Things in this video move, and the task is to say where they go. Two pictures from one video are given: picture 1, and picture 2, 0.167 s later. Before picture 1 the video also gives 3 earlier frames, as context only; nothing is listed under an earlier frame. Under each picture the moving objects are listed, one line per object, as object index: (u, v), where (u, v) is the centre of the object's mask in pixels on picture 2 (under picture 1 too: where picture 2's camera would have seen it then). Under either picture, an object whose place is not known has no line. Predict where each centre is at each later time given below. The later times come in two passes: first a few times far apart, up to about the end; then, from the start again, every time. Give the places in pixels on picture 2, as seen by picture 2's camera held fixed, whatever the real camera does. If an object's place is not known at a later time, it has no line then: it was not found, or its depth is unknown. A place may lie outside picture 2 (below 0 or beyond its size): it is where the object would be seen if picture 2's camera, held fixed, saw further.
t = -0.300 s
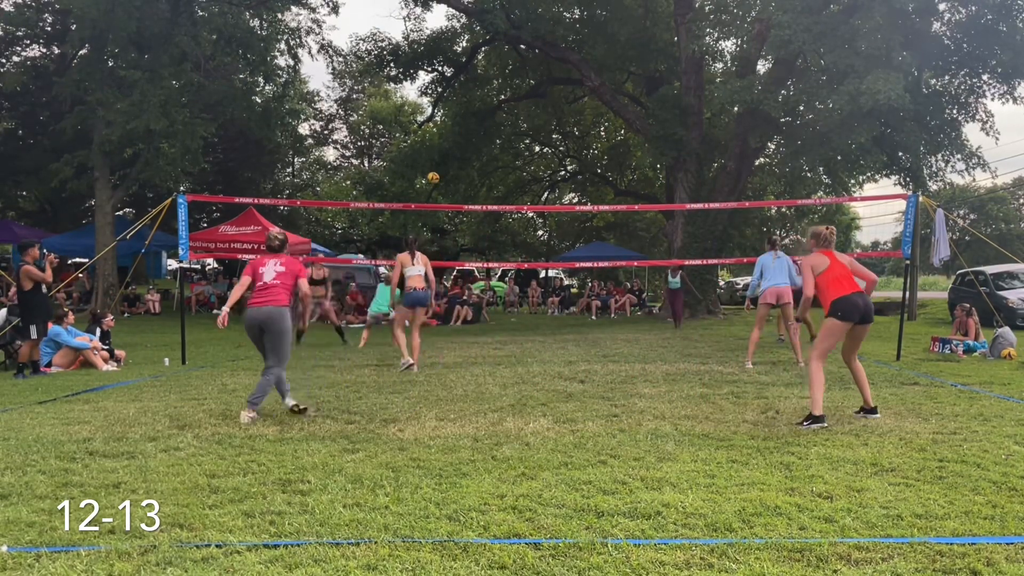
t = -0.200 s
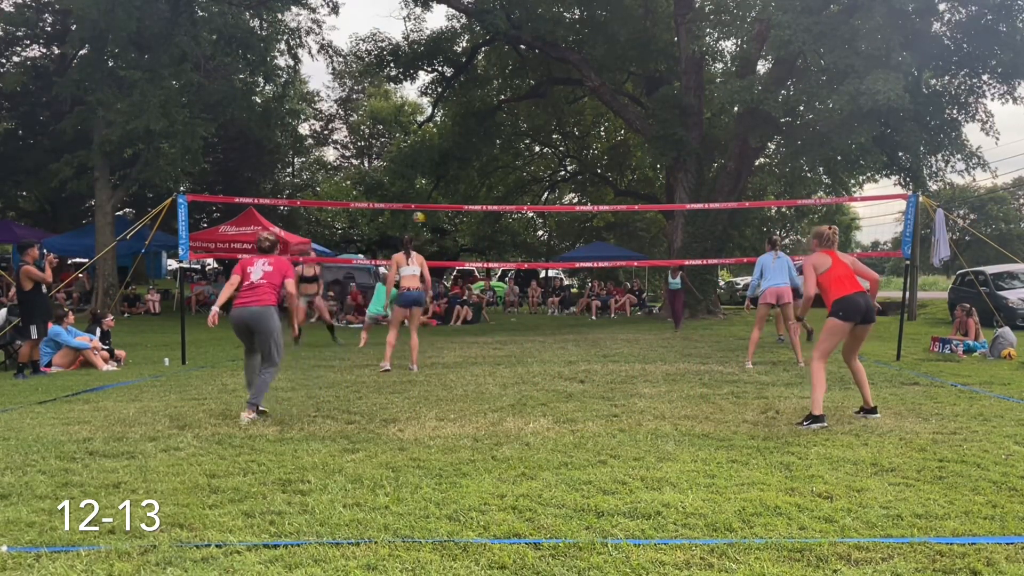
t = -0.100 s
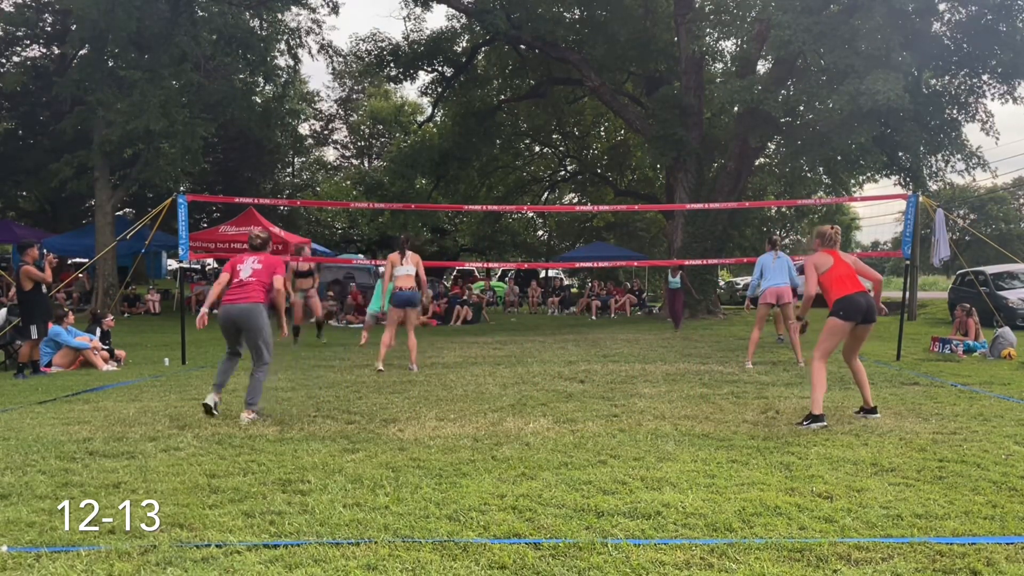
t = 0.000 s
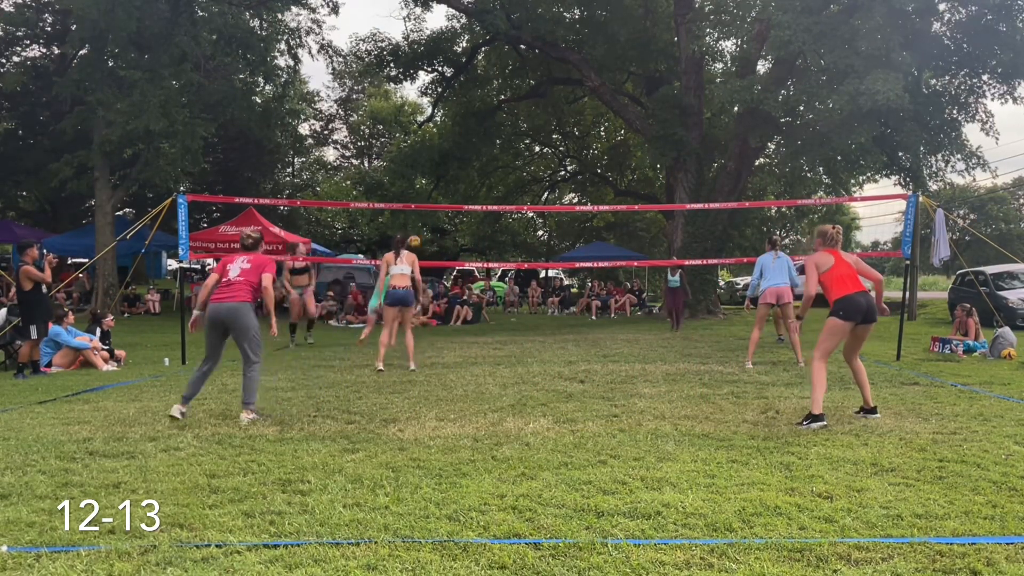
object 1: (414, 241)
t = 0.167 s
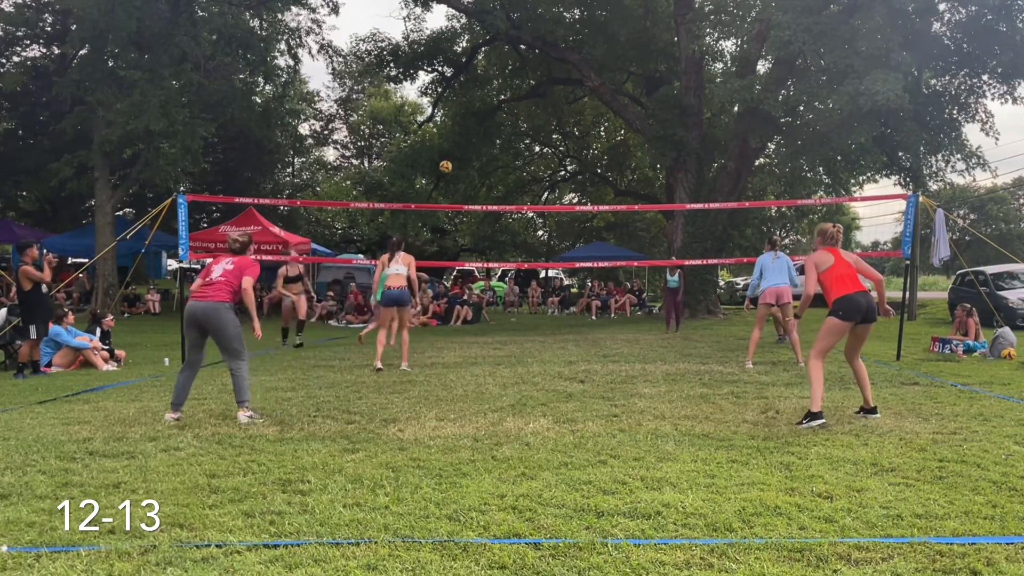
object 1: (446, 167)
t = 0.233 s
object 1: (458, 141)
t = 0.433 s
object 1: (495, 79)
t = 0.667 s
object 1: (537, 37)
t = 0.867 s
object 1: (573, 28)
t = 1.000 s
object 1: (597, 36)
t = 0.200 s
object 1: (452, 154)
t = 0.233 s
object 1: (458, 141)
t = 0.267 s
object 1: (464, 129)
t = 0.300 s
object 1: (470, 118)
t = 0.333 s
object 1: (476, 107)
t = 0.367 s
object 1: (482, 97)
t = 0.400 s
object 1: (489, 88)
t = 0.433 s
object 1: (495, 79)
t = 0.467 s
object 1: (501, 71)
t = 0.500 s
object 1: (507, 64)
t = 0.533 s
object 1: (513, 57)
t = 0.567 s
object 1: (519, 51)
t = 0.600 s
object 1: (525, 46)
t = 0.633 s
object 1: (531, 41)
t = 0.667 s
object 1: (537, 37)
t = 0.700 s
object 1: (543, 34)
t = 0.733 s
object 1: (550, 31)
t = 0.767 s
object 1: (555, 29)
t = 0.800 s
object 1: (561, 28)
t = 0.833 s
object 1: (568, 28)
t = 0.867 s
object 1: (573, 28)
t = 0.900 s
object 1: (579, 28)
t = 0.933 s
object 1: (586, 30)
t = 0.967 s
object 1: (591, 33)
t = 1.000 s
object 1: (597, 36)
